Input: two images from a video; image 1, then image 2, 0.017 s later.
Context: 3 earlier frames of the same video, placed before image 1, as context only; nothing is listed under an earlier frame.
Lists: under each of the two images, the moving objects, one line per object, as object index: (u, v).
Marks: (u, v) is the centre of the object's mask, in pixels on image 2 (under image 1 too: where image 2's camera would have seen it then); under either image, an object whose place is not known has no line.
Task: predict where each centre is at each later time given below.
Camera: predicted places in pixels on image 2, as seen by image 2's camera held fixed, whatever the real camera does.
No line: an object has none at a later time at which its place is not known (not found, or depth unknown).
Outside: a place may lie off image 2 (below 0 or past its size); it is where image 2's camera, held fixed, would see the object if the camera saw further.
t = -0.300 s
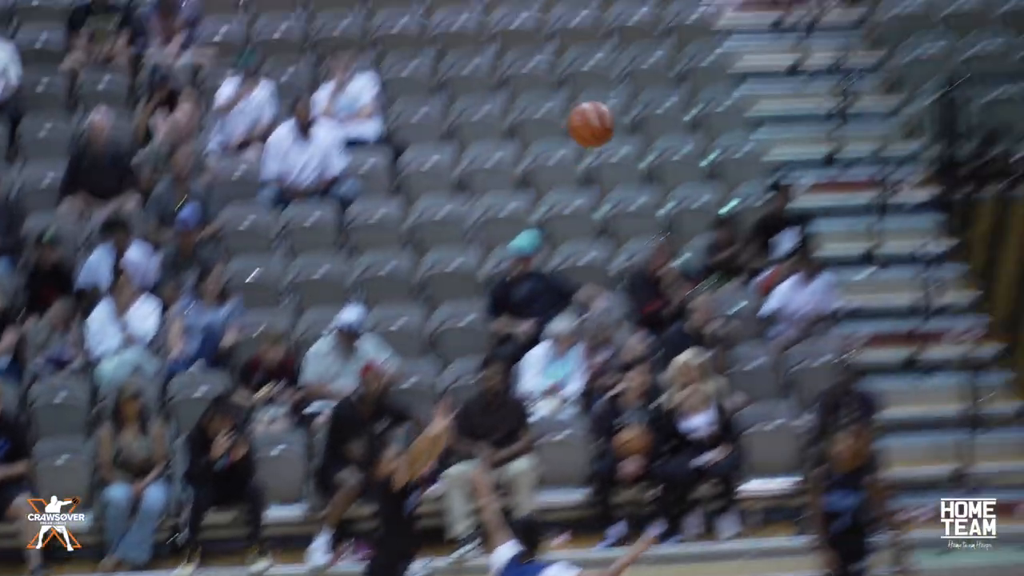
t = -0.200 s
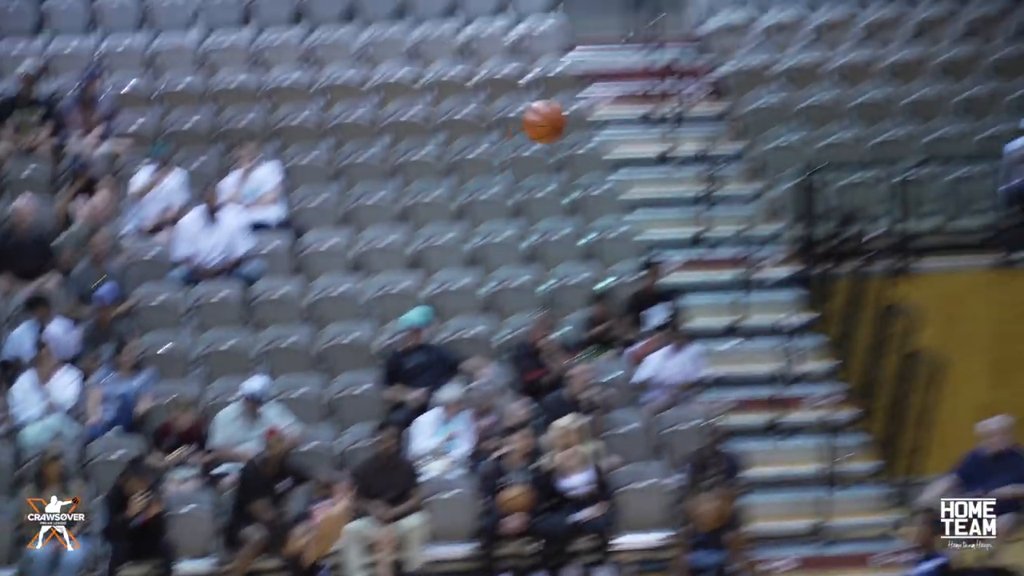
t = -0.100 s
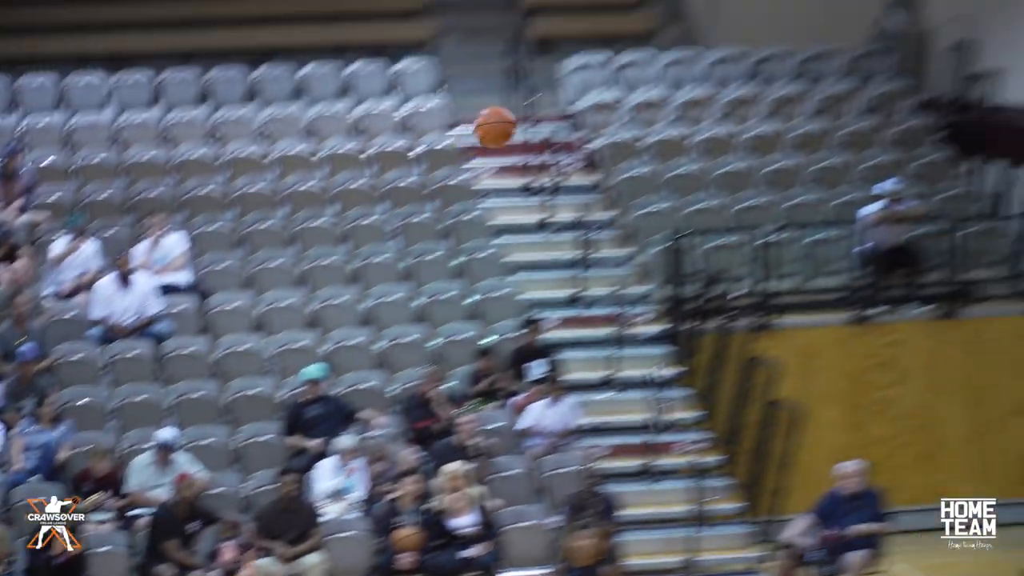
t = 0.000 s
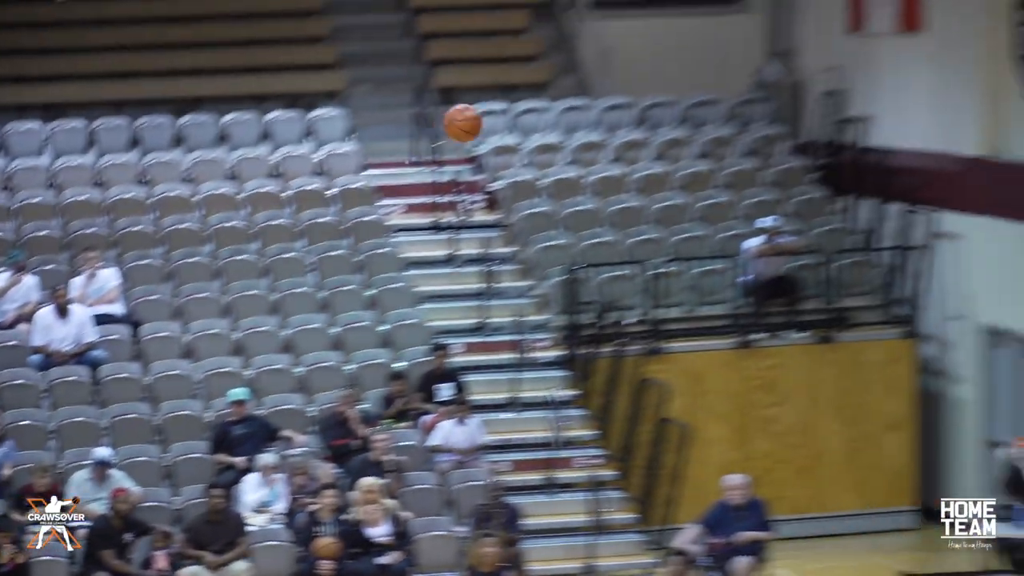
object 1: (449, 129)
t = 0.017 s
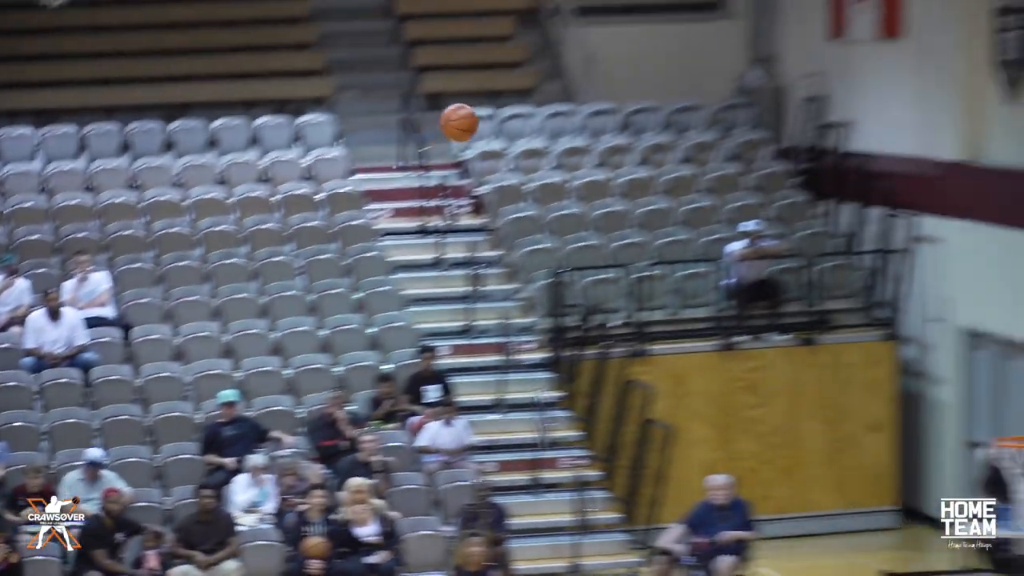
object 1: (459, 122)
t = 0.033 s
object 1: (469, 117)
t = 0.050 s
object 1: (479, 112)
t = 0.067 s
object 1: (489, 108)
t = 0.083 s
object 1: (499, 103)
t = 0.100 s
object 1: (509, 100)
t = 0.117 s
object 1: (519, 96)
